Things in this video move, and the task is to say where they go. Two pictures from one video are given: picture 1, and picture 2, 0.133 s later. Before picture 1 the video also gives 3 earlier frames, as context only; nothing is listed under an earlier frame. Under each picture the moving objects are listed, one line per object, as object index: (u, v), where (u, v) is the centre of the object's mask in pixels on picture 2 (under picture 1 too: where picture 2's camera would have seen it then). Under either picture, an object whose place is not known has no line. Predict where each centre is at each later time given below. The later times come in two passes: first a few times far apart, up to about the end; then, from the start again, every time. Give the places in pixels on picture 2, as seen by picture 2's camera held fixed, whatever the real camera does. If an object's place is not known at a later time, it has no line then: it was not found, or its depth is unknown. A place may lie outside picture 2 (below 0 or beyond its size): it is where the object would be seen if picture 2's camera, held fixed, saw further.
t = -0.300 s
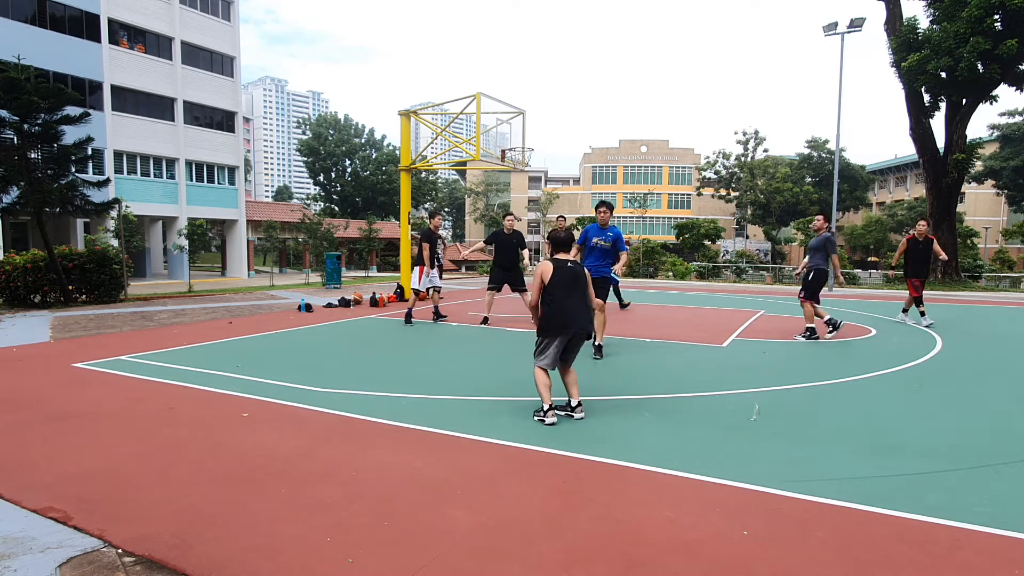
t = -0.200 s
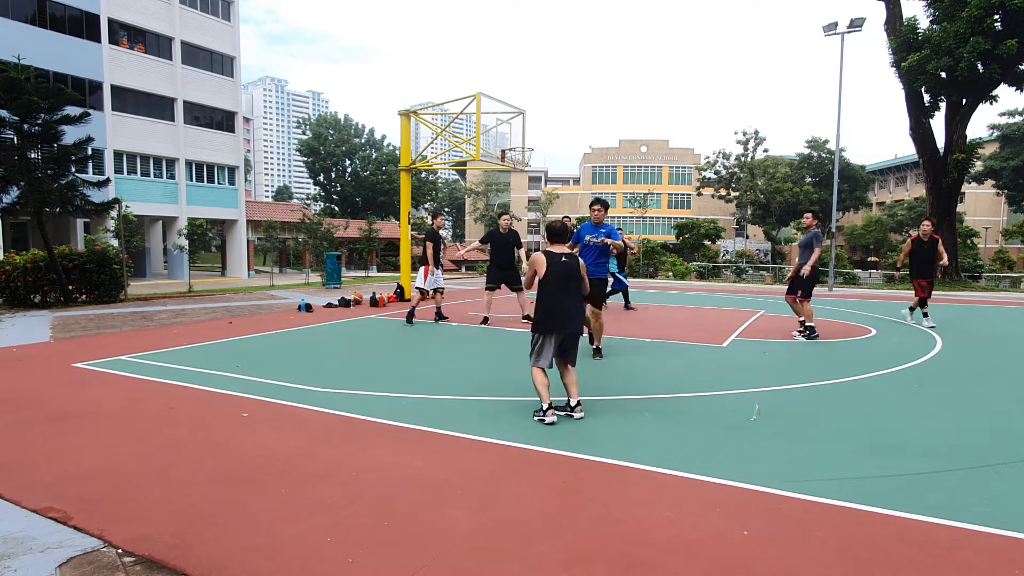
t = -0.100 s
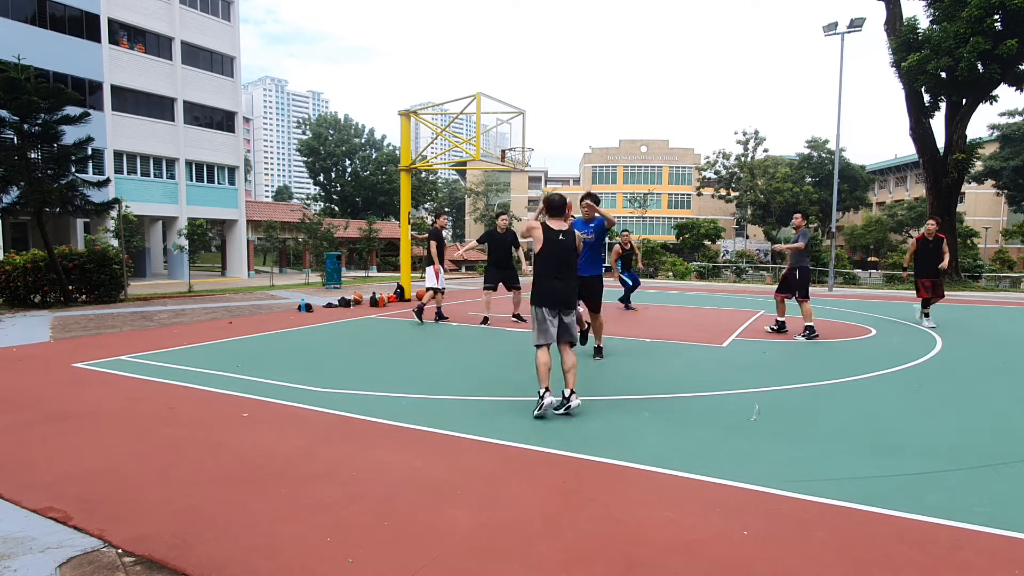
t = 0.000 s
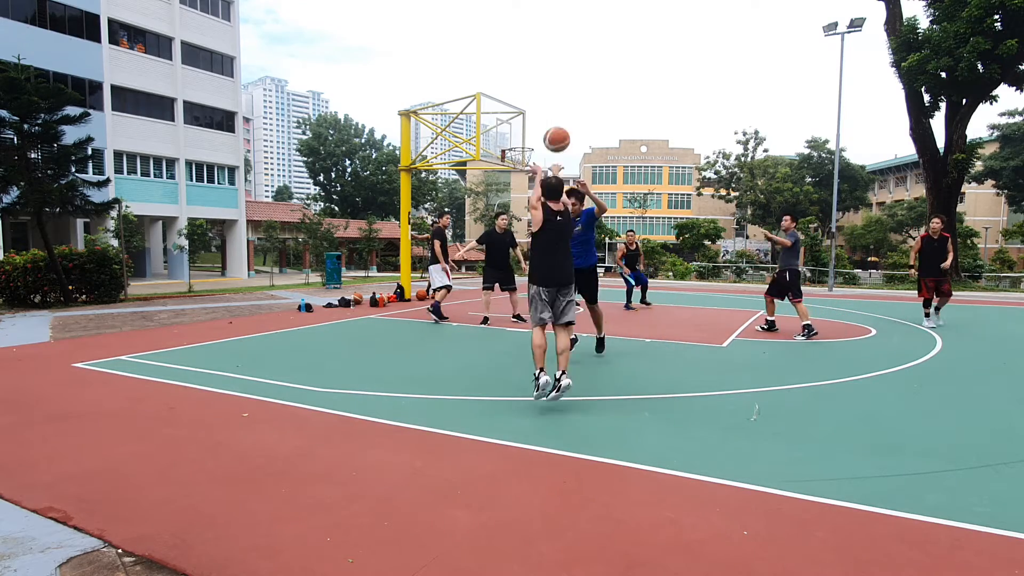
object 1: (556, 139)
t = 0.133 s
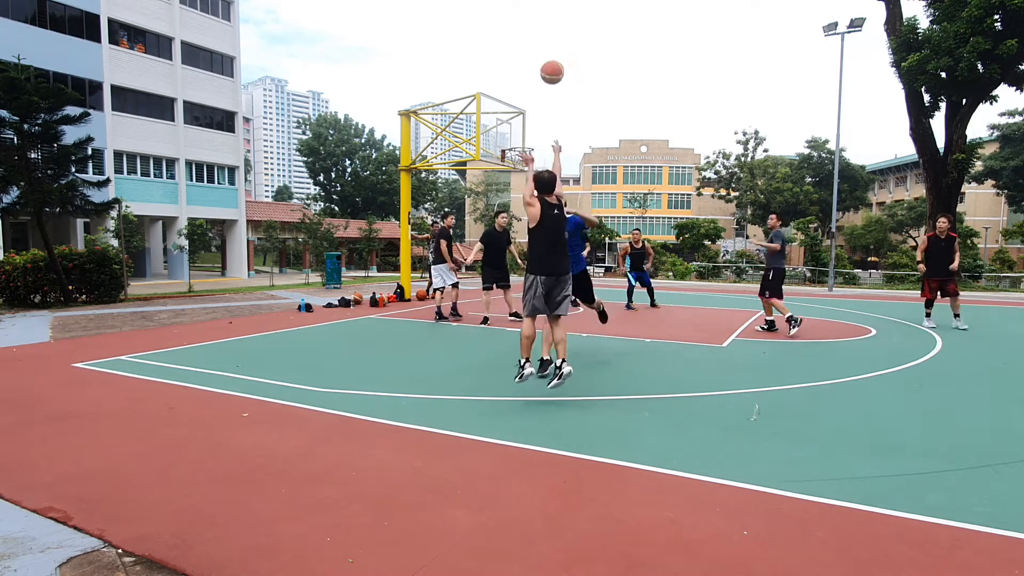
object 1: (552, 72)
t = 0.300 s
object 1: (547, 27)
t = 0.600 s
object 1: (540, 17)
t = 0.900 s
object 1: (534, 64)
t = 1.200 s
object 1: (530, 144)
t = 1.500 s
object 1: (527, 135)
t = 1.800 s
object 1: (557, 157)
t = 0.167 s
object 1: (551, 60)
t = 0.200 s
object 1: (550, 50)
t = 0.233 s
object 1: (549, 41)
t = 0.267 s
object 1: (548, 33)
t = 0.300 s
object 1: (547, 27)
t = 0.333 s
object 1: (546, 22)
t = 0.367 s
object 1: (545, 18)
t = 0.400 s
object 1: (544, 15)
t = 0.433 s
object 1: (544, 13)
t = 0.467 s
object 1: (543, 12)
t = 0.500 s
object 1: (542, 12)
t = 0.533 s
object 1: (541, 13)
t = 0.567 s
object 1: (541, 15)
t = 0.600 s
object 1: (540, 17)
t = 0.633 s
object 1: (539, 20)
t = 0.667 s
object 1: (538, 24)
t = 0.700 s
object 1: (538, 28)
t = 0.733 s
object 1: (537, 33)
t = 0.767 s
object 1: (537, 38)
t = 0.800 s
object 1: (536, 44)
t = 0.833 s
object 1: (535, 50)
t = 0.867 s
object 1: (535, 57)
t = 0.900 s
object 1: (534, 64)
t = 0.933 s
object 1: (534, 72)
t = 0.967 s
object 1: (533, 80)
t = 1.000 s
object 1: (533, 88)
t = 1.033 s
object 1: (532, 96)
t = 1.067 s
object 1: (532, 105)
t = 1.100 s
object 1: (531, 115)
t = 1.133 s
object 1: (531, 124)
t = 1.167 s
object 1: (530, 134)
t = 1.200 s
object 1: (530, 144)
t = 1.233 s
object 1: (527, 145)
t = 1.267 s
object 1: (523, 144)
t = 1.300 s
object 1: (519, 144)
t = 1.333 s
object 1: (515, 142)
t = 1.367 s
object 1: (515, 140)
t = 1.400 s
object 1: (518, 138)
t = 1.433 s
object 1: (521, 137)
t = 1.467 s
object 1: (524, 136)
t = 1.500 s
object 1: (527, 135)
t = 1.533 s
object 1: (530, 136)
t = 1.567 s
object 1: (534, 136)
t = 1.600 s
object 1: (537, 137)
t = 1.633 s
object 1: (540, 139)
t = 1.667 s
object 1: (543, 142)
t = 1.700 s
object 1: (547, 145)
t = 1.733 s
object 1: (550, 148)
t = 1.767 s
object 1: (553, 153)
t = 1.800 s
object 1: (557, 157)
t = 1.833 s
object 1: (560, 163)
